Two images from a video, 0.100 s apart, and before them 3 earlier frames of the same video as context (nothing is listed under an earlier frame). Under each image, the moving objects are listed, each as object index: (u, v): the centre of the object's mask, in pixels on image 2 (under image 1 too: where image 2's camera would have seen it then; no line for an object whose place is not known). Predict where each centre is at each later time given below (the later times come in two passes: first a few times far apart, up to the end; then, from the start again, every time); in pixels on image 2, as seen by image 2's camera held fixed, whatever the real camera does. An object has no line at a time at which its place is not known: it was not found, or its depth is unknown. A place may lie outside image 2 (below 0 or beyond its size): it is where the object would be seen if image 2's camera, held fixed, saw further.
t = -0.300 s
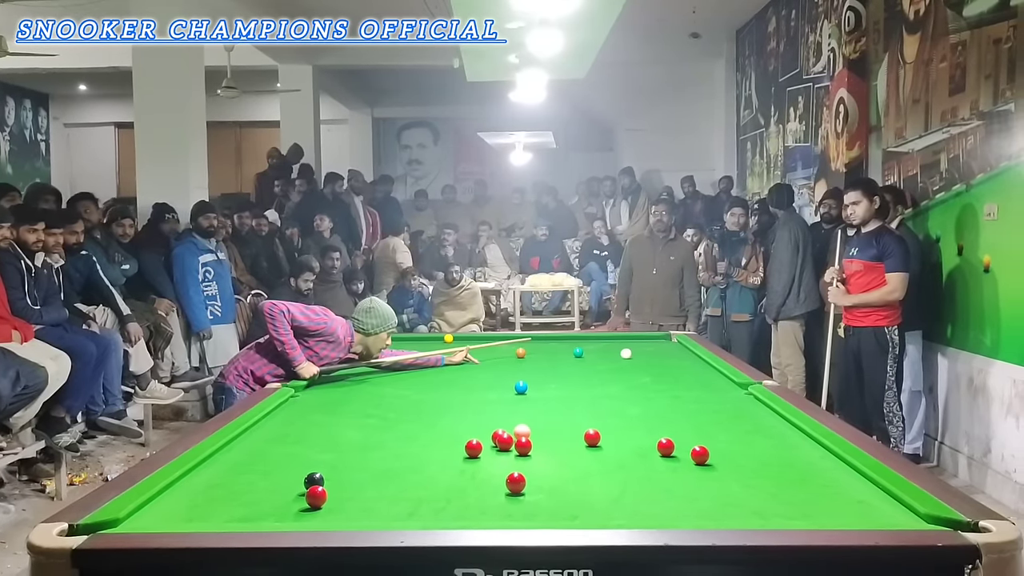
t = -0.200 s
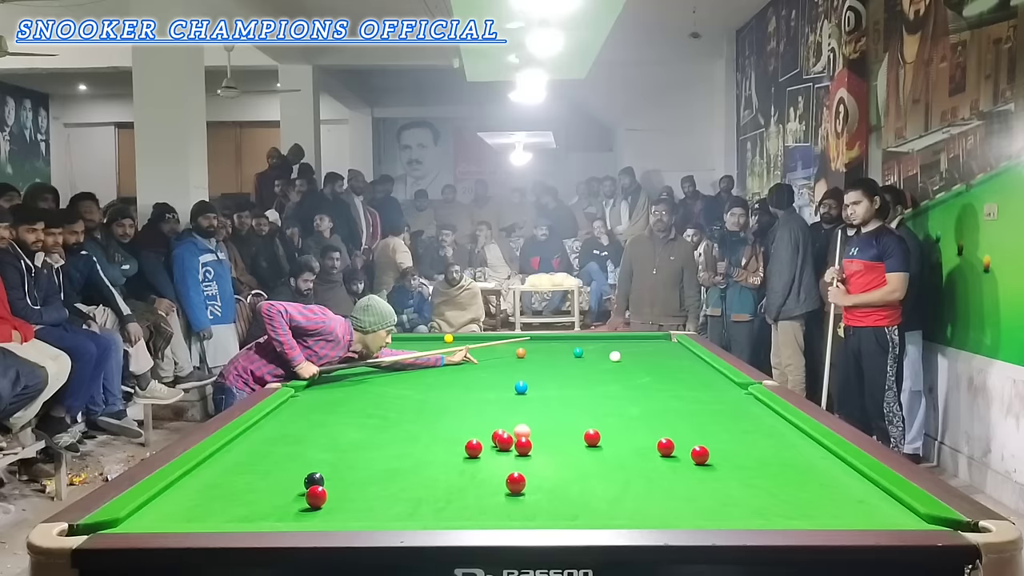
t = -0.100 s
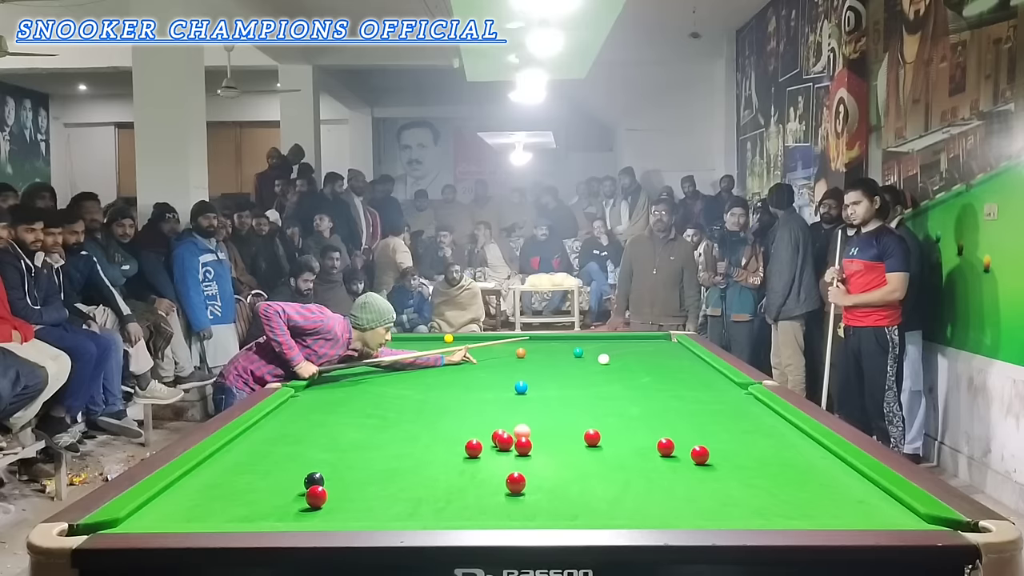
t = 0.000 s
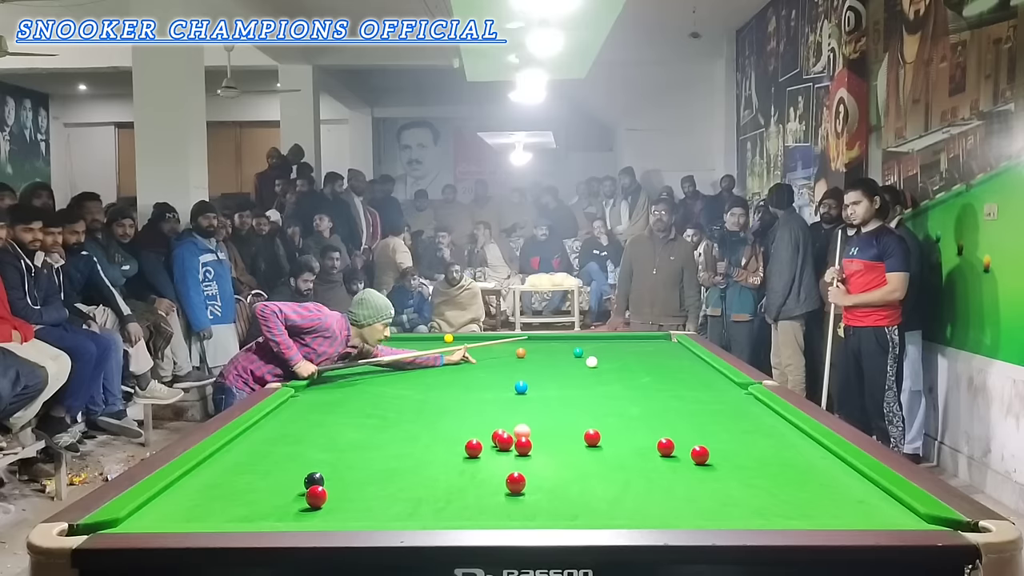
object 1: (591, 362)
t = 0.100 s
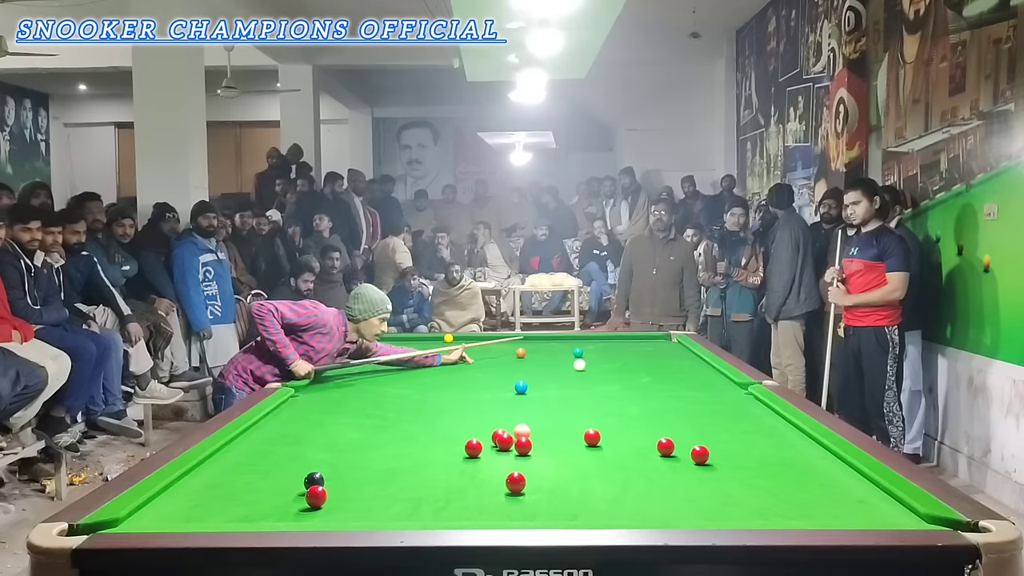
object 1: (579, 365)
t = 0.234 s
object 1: (562, 369)
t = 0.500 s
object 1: (526, 378)
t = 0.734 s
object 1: (491, 387)
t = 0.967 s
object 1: (453, 396)
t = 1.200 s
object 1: (412, 406)
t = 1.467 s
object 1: (360, 419)
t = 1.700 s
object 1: (310, 432)
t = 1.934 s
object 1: (255, 445)
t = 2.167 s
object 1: (225, 458)
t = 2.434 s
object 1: (237, 470)
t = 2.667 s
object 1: (248, 481)
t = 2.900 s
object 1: (259, 492)
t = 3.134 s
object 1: (271, 503)
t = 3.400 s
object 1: (284, 514)
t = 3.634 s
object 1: (299, 518)
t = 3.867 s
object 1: (317, 514)
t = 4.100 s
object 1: (332, 510)
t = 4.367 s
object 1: (348, 505)
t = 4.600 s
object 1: (359, 501)
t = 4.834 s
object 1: (369, 499)
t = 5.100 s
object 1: (377, 496)
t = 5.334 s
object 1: (382, 495)
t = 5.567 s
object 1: (385, 494)
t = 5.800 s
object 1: (387, 494)
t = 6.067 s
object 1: (387, 494)
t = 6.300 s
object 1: (387, 493)
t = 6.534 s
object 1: (387, 493)
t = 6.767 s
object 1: (387, 493)
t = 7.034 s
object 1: (387, 493)
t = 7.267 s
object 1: (387, 493)
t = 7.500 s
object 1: (387, 493)
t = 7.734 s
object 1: (387, 493)
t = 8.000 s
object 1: (387, 493)
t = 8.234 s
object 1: (387, 493)
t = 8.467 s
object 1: (387, 493)
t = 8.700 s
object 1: (387, 493)
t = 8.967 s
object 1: (387, 493)
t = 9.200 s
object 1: (387, 493)
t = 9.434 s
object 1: (387, 493)
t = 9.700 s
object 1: (387, 493)
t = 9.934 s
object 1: (387, 493)
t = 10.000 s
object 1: (387, 493)
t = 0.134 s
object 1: (575, 366)
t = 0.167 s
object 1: (571, 367)
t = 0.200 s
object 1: (567, 368)
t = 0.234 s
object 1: (562, 369)
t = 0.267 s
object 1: (558, 370)
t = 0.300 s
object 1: (554, 371)
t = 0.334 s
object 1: (549, 373)
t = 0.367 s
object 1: (544, 374)
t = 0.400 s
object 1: (540, 375)
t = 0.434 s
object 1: (535, 376)
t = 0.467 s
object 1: (531, 377)
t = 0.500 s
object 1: (526, 378)
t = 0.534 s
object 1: (521, 378)
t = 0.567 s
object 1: (516, 380)
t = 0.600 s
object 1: (511, 381)
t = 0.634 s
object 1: (506, 383)
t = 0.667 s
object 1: (501, 384)
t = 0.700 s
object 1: (496, 386)
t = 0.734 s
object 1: (491, 387)
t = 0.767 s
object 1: (486, 388)
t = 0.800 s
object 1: (481, 389)
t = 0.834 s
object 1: (475, 391)
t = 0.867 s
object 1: (470, 392)
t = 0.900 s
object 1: (464, 394)
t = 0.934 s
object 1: (459, 395)
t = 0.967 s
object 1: (453, 396)
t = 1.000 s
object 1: (447, 398)
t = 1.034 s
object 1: (442, 399)
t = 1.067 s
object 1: (436, 400)
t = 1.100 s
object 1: (430, 402)
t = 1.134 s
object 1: (424, 403)
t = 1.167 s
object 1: (418, 405)
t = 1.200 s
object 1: (412, 406)
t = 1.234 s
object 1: (406, 408)
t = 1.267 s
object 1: (399, 410)
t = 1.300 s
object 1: (393, 411)
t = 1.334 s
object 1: (387, 413)
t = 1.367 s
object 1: (380, 414)
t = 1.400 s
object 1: (374, 416)
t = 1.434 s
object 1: (367, 418)
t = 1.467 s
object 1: (360, 419)
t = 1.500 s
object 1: (353, 421)
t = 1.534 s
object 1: (346, 423)
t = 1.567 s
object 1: (339, 425)
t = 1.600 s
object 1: (332, 426)
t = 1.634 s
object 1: (325, 428)
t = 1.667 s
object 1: (317, 430)
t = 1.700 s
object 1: (310, 432)
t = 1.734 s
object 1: (302, 434)
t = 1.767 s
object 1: (295, 435)
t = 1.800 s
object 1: (287, 438)
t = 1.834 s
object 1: (279, 439)
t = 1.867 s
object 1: (271, 441)
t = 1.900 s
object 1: (263, 443)
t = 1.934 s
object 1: (255, 445)
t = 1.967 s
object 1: (246, 447)
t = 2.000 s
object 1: (238, 449)
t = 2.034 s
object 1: (229, 452)
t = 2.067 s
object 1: (220, 453)
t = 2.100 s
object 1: (222, 455)
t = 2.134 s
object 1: (224, 456)
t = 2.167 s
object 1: (225, 458)
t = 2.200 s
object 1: (227, 459)
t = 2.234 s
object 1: (228, 461)
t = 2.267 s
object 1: (230, 462)
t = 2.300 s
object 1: (231, 464)
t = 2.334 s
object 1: (233, 465)
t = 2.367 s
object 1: (234, 467)
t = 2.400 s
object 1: (236, 468)
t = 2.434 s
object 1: (237, 470)
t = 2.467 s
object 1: (238, 471)
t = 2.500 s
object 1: (240, 473)
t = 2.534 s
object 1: (242, 474)
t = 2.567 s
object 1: (243, 476)
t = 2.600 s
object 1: (245, 478)
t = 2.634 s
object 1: (246, 479)
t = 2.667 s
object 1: (248, 481)
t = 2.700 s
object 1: (249, 482)
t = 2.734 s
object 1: (251, 484)
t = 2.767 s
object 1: (253, 485)
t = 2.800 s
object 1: (254, 487)
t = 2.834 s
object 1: (256, 489)
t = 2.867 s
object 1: (257, 490)
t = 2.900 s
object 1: (259, 492)
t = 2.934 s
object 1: (261, 494)
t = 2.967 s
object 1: (262, 495)
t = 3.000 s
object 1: (264, 497)
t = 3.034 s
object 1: (266, 499)
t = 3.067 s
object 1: (267, 500)
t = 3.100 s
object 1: (269, 502)
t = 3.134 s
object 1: (271, 503)
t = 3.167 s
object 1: (272, 505)
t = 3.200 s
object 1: (274, 507)
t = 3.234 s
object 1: (276, 508)
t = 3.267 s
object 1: (277, 510)
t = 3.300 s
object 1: (279, 511)
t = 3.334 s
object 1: (281, 512)
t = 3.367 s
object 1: (283, 513)
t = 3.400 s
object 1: (284, 514)
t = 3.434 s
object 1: (286, 515)
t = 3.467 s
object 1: (288, 516)
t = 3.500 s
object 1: (290, 517)
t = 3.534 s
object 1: (292, 518)
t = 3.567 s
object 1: (294, 519)
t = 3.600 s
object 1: (296, 519)
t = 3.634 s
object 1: (299, 518)
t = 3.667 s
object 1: (302, 517)
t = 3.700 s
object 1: (304, 517)
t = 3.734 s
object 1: (307, 516)
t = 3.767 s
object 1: (309, 515)
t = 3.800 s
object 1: (311, 515)
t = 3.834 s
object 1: (314, 514)
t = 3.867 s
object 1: (317, 514)
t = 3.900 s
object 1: (319, 513)
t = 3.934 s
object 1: (321, 513)
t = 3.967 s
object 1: (324, 512)
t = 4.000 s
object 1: (326, 512)
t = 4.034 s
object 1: (328, 511)
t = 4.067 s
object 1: (330, 511)
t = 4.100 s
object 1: (332, 510)
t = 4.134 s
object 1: (334, 510)
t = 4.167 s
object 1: (337, 509)
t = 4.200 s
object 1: (339, 509)
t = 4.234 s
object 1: (341, 508)
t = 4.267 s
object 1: (343, 507)
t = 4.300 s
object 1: (344, 506)
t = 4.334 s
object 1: (346, 506)
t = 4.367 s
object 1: (348, 505)
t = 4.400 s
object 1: (350, 505)
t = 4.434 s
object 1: (352, 504)
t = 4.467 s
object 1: (353, 504)
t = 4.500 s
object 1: (355, 503)
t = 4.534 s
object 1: (357, 502)
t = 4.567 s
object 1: (358, 502)
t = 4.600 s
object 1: (359, 501)
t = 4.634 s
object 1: (361, 501)
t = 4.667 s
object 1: (362, 501)
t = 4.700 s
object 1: (364, 500)
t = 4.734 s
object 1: (365, 500)
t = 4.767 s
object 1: (366, 499)
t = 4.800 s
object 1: (367, 499)
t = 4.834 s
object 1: (369, 499)
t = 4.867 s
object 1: (370, 498)
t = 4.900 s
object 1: (371, 498)
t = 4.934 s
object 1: (372, 498)
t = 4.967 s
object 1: (373, 497)
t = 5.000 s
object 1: (374, 497)
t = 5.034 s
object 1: (375, 497)
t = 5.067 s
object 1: (376, 496)
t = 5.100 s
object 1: (377, 496)
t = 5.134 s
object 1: (378, 496)
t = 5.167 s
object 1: (379, 496)
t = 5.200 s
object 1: (380, 496)
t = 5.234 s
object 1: (381, 495)
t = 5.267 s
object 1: (381, 495)
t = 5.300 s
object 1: (382, 495)
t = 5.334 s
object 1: (382, 495)
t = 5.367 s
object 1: (383, 495)
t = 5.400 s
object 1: (383, 494)
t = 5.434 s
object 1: (384, 494)
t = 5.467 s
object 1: (384, 494)
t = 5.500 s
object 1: (385, 494)
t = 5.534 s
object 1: (385, 494)
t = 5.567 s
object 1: (385, 494)
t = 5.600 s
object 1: (385, 494)
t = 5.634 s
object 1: (385, 494)
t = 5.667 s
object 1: (386, 494)
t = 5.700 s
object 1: (386, 494)
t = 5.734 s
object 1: (386, 494)
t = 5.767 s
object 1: (386, 493)
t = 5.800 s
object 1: (387, 494)
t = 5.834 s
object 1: (387, 494)
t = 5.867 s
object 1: (387, 494)
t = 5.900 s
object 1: (387, 494)
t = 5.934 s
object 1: (387, 494)
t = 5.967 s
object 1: (387, 493)
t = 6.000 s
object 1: (387, 494)
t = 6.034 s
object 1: (387, 494)
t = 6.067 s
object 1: (387, 494)
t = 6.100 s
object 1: (387, 494)
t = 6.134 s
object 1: (387, 493)
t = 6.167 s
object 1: (387, 493)
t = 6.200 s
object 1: (387, 494)
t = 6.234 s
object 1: (387, 493)
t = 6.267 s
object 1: (387, 493)
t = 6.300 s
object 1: (387, 493)
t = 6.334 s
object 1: (387, 493)
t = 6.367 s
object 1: (387, 493)
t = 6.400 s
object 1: (387, 493)
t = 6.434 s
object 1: (387, 493)
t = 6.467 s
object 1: (387, 493)
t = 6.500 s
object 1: (387, 493)
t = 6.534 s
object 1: (387, 493)
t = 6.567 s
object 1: (387, 493)
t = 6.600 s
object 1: (387, 493)
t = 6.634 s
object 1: (387, 493)
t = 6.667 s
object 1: (387, 493)
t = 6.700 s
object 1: (387, 493)
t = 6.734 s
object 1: (387, 493)
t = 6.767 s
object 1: (387, 493)
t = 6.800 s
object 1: (387, 493)
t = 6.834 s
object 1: (387, 493)
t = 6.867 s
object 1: (387, 493)
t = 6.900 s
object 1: (387, 493)
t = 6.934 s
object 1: (387, 493)
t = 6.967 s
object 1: (387, 493)
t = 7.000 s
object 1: (387, 493)
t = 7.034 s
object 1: (387, 493)
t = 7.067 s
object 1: (387, 493)
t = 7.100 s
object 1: (387, 493)
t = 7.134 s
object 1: (387, 493)
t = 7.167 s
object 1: (387, 493)
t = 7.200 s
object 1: (387, 493)
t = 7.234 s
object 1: (387, 493)
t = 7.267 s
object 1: (387, 493)
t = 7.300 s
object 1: (387, 493)
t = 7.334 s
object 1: (387, 493)
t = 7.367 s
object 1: (387, 493)
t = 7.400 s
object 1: (387, 493)
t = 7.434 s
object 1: (387, 493)
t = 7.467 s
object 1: (387, 493)
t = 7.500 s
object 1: (387, 493)
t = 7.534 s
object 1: (387, 493)
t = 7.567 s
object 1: (387, 493)
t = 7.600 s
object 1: (387, 493)
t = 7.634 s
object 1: (387, 493)
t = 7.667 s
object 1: (387, 493)
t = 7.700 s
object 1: (387, 493)
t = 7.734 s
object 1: (387, 493)
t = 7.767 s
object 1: (387, 493)
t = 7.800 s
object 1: (387, 493)
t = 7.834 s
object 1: (387, 493)
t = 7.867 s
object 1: (387, 493)
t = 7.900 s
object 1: (387, 493)
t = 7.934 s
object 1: (387, 493)
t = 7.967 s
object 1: (387, 493)
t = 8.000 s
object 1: (387, 493)
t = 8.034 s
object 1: (387, 493)
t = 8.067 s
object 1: (387, 493)
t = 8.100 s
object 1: (387, 493)
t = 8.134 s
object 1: (387, 493)
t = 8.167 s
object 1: (387, 493)
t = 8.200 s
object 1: (387, 493)
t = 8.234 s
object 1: (387, 493)
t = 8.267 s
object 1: (387, 493)
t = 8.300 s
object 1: (387, 493)
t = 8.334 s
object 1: (387, 493)
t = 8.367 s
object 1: (387, 493)
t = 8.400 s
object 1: (387, 493)
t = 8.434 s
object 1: (387, 493)
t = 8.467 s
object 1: (387, 493)
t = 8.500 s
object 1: (387, 493)
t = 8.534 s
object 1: (387, 493)
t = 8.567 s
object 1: (387, 493)
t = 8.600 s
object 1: (387, 493)
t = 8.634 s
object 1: (387, 493)
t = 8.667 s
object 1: (387, 493)
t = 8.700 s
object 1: (387, 493)
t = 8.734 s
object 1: (387, 493)
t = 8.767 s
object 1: (387, 493)
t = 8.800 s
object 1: (387, 493)
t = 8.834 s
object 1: (387, 493)
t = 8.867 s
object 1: (387, 493)
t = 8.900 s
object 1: (387, 493)
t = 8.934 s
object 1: (387, 493)
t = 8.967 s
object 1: (387, 493)
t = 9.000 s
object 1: (387, 493)
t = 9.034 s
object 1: (387, 493)
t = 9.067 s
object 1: (387, 493)
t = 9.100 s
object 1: (387, 493)
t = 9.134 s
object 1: (387, 493)
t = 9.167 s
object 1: (387, 493)
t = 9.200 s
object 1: (387, 493)
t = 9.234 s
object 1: (387, 493)
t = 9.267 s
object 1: (387, 493)
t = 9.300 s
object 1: (387, 493)
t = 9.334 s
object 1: (387, 493)
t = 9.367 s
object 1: (387, 493)
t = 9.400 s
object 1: (387, 493)
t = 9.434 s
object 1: (387, 493)
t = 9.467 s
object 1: (387, 493)
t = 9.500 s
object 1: (387, 493)
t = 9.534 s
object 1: (387, 493)
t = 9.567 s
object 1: (387, 493)
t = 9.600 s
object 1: (387, 493)
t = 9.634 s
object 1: (387, 493)
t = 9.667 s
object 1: (387, 493)
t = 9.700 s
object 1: (387, 493)
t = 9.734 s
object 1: (387, 493)
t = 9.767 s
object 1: (387, 493)
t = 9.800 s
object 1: (387, 493)
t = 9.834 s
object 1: (387, 493)
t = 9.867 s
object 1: (387, 493)
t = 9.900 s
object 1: (387, 493)
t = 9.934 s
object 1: (387, 493)
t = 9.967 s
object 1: (387, 493)
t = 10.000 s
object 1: (387, 493)
